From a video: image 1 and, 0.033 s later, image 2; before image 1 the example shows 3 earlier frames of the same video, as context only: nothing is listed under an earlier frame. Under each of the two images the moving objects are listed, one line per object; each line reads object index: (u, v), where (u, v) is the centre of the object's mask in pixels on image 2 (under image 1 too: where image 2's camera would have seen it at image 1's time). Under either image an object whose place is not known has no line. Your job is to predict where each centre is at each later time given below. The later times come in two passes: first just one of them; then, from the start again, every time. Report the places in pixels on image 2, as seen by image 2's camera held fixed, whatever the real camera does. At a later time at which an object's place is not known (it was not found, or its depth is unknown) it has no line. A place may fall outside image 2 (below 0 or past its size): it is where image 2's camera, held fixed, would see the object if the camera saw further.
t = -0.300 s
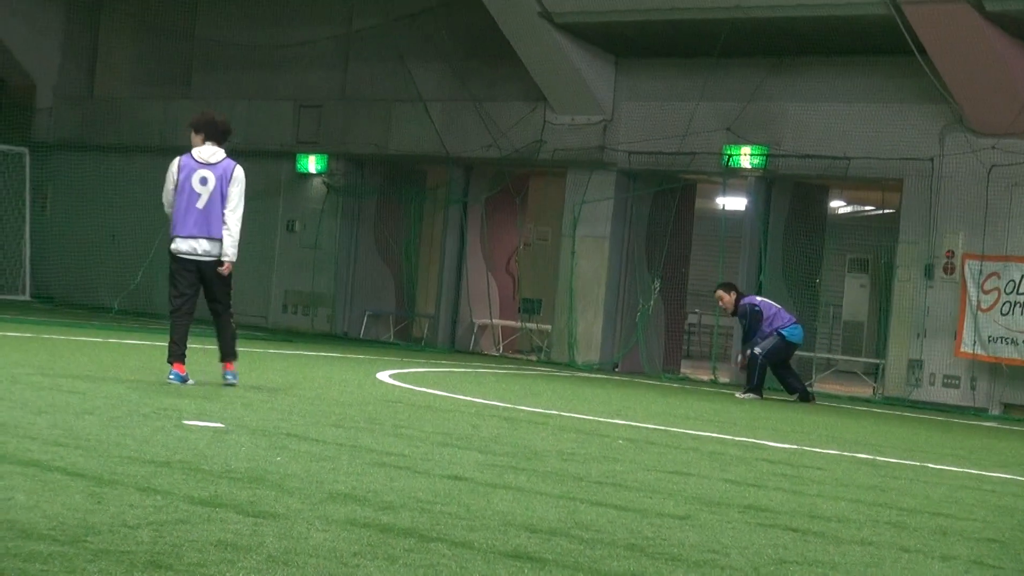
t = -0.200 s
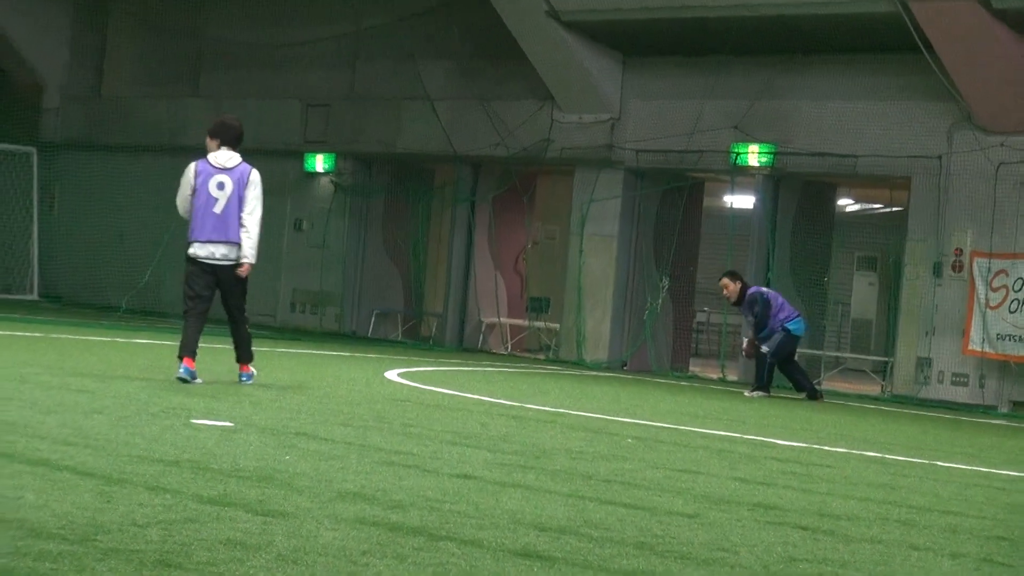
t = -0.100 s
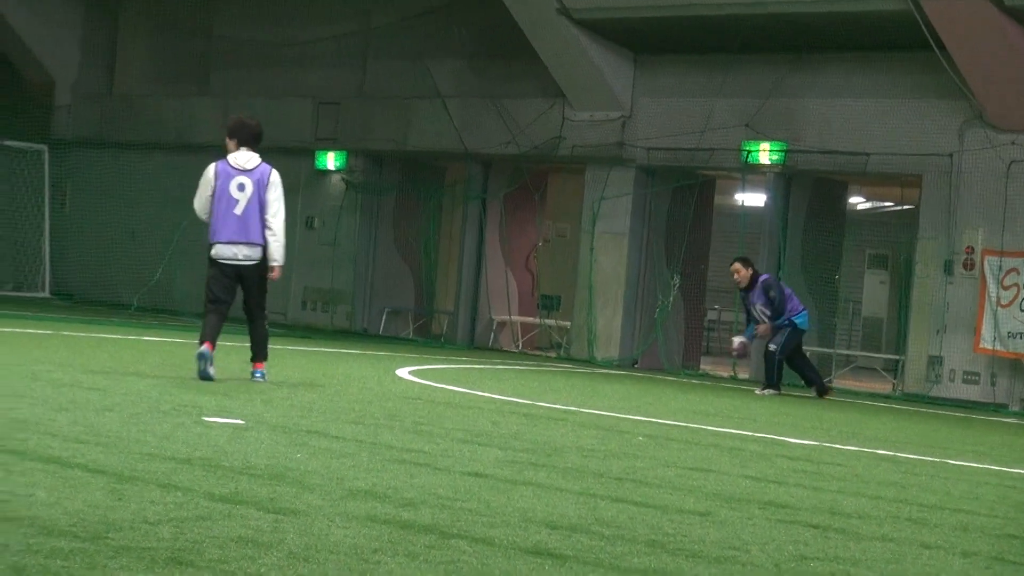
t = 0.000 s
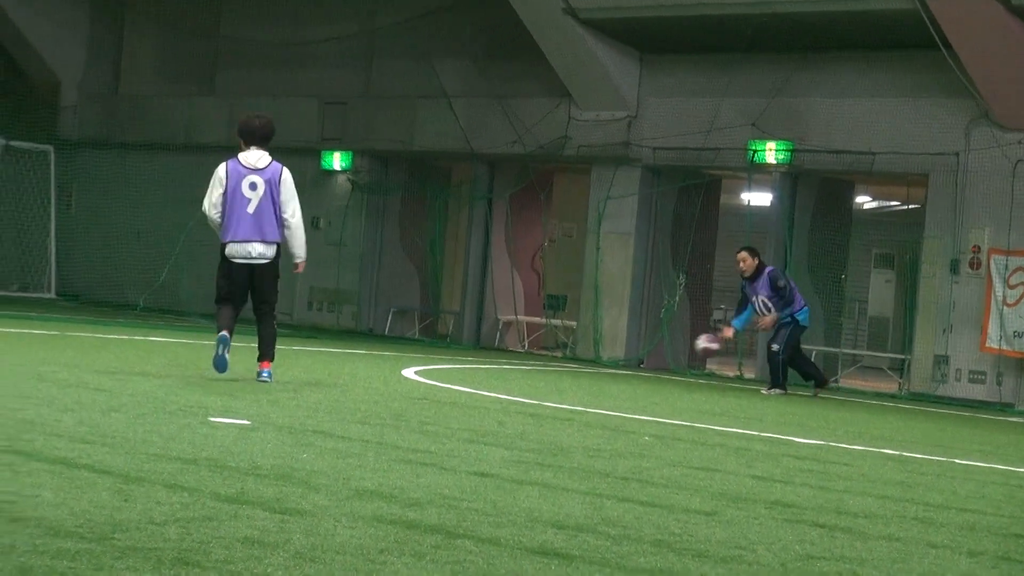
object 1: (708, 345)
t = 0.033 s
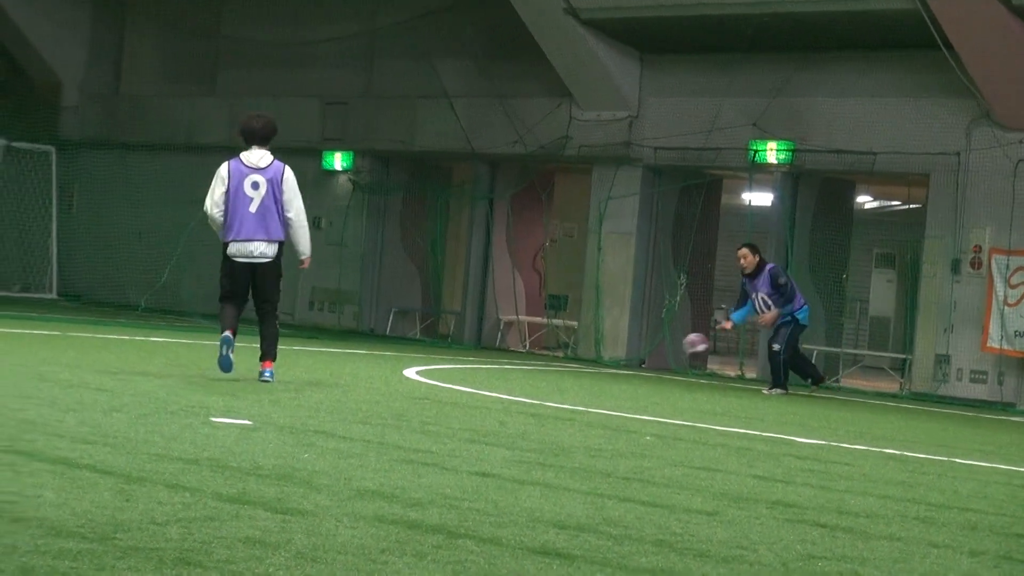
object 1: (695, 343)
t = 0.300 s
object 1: (593, 368)
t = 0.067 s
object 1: (684, 345)
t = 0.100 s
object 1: (670, 347)
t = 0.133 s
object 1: (656, 352)
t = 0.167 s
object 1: (641, 356)
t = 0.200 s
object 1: (630, 363)
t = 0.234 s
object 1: (615, 371)
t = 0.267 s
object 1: (602, 372)
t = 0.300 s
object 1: (593, 368)
